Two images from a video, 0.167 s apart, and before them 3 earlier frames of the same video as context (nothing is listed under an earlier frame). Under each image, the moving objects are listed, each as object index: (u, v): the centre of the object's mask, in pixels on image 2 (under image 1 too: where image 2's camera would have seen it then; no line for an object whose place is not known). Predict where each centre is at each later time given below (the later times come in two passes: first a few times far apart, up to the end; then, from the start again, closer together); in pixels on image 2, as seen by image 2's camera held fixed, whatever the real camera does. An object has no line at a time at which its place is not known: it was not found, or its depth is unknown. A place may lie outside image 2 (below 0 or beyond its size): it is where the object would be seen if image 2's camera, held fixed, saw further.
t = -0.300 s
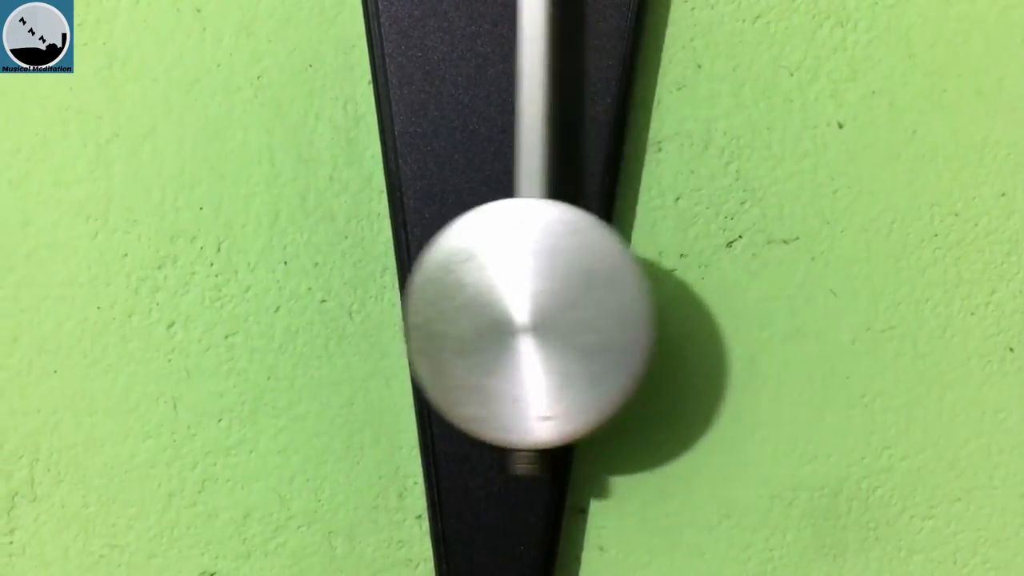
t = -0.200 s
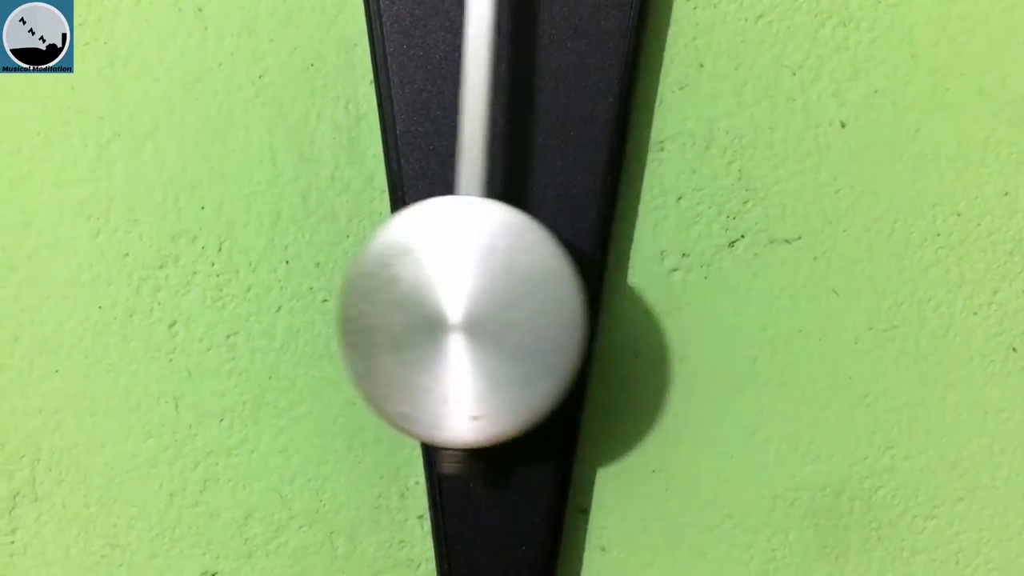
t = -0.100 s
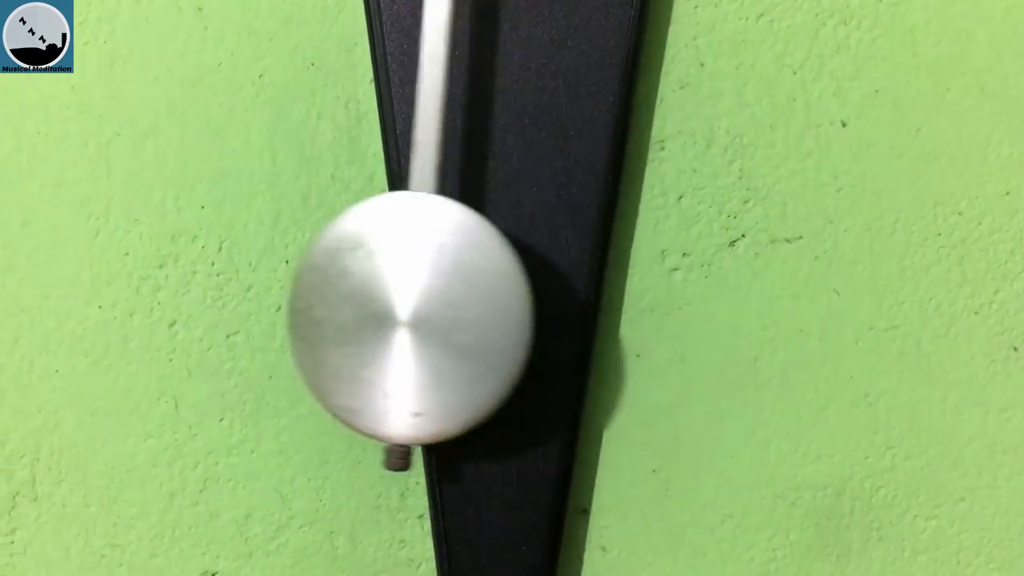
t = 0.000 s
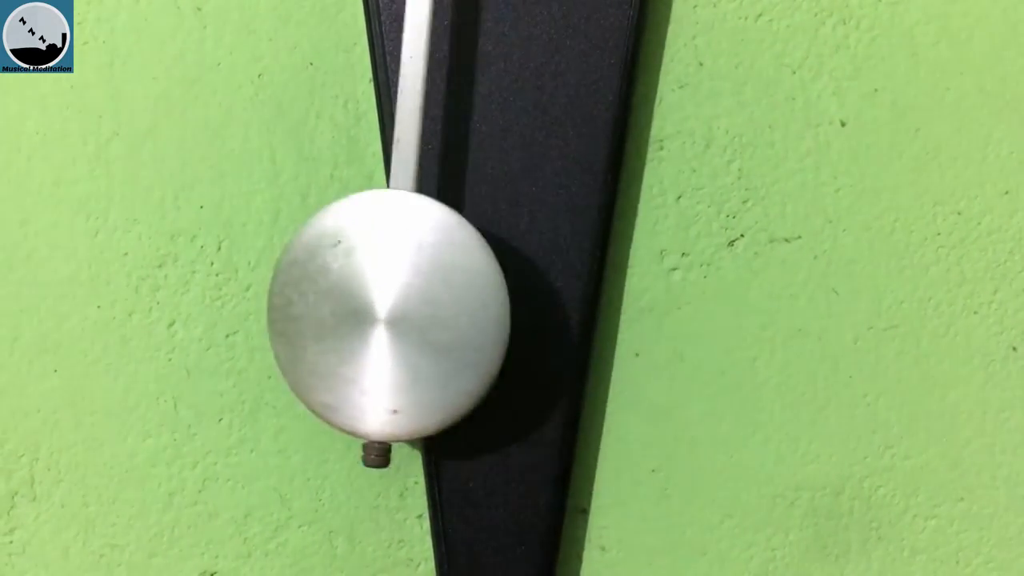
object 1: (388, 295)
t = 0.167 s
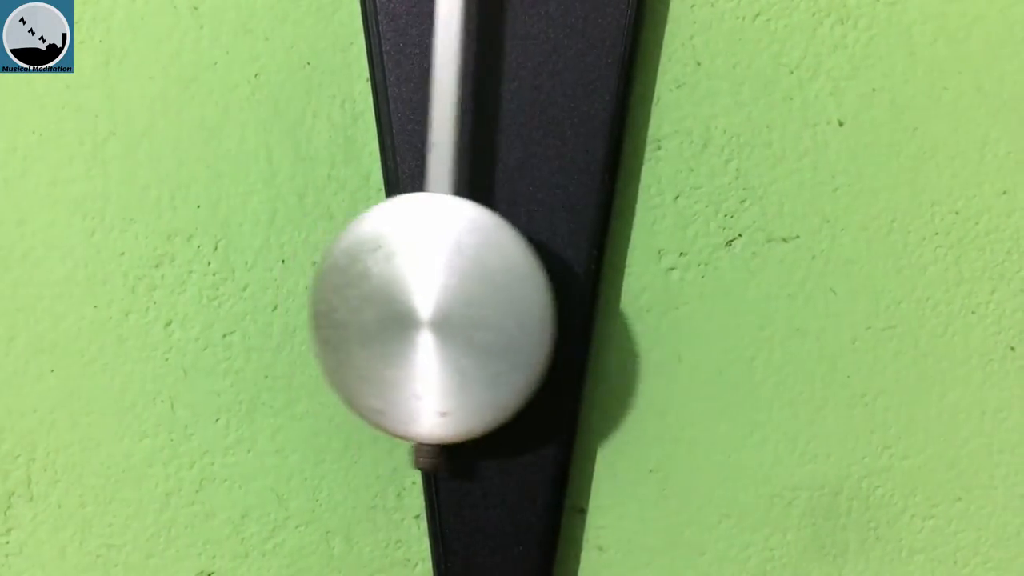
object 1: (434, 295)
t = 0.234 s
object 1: (474, 295)
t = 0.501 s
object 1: (632, 297)
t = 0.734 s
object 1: (614, 297)
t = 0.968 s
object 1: (472, 294)
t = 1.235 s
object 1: (401, 296)
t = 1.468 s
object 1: (517, 298)
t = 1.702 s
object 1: (636, 297)
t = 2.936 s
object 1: (642, 295)
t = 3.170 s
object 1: (566, 296)
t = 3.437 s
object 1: (410, 299)
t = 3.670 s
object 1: (427, 297)
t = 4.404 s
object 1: (525, 300)
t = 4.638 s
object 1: (398, 296)
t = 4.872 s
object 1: (439, 293)
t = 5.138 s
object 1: (604, 298)
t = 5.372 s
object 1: (637, 299)
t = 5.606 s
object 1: (510, 295)
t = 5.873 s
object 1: (401, 292)
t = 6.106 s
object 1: (477, 297)
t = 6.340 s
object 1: (615, 300)
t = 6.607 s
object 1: (606, 295)
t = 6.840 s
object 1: (471, 292)
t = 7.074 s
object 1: (397, 296)
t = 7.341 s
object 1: (514, 296)
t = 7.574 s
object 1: (631, 296)
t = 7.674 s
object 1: (636, 295)
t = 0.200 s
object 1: (453, 295)
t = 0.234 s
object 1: (474, 295)
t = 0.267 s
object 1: (496, 296)
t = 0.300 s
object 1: (518, 295)
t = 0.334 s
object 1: (540, 296)
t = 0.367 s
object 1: (562, 296)
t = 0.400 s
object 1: (583, 296)
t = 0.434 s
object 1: (602, 297)
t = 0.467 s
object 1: (619, 297)
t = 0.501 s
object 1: (632, 297)
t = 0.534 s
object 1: (642, 297)
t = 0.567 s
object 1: (648, 297)
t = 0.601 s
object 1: (649, 297)
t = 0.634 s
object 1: (647, 297)
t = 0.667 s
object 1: (640, 297)
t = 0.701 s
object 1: (629, 297)
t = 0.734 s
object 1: (614, 297)
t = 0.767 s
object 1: (597, 297)
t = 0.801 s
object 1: (578, 297)
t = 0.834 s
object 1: (557, 296)
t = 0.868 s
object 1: (535, 296)
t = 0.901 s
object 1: (514, 295)
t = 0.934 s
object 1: (493, 294)
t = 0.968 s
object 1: (472, 294)
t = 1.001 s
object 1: (453, 293)
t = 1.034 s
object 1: (435, 293)
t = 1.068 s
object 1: (420, 294)
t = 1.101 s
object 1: (409, 294)
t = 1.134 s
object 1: (400, 295)
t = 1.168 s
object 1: (396, 296)
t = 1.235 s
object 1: (401, 296)
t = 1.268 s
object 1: (409, 297)
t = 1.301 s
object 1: (421, 298)
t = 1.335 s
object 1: (436, 297)
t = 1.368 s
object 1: (454, 298)
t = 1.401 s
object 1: (474, 298)
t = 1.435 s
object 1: (495, 298)
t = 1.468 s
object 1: (517, 298)
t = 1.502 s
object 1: (538, 300)
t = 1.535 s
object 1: (560, 298)
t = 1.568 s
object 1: (580, 298)
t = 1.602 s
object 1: (598, 298)
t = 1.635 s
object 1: (614, 298)
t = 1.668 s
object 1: (626, 298)
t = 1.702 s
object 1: (636, 297)
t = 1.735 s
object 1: (641, 297)
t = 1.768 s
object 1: (643, 296)
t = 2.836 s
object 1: (620, 296)
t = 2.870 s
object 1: (631, 296)
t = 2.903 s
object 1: (639, 295)
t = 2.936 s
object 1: (642, 295)
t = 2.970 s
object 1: (642, 294)
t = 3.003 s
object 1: (638, 294)
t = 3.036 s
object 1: (629, 295)
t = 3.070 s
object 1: (618, 295)
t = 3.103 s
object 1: (603, 295)
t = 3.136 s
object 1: (586, 296)
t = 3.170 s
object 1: (566, 296)
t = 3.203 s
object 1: (545, 297)
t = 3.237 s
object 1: (524, 297)
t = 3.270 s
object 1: (502, 298)
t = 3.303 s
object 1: (481, 298)
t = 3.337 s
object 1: (460, 298)
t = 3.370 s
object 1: (440, 299)
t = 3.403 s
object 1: (423, 299)
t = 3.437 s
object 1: (410, 299)
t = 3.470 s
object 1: (399, 299)
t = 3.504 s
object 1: (393, 299)
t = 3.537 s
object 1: (392, 300)
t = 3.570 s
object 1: (394, 299)
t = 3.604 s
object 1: (401, 299)
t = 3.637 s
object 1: (412, 299)
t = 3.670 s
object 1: (427, 297)
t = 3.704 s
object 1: (444, 297)
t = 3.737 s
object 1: (464, 296)
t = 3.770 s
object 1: (485, 296)
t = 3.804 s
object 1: (507, 295)
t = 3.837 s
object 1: (528, 295)
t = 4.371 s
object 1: (547, 300)
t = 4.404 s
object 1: (525, 300)
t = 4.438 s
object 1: (502, 300)
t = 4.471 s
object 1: (480, 300)
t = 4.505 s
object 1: (459, 299)
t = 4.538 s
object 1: (439, 298)
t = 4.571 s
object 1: (422, 297)
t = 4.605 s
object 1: (408, 297)
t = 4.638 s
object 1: (398, 296)
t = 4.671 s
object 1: (392, 296)
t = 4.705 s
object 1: (390, 295)
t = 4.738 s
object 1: (392, 295)
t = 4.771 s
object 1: (399, 294)
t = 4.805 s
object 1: (408, 294)
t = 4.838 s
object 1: (422, 293)
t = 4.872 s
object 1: (439, 293)
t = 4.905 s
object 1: (457, 294)
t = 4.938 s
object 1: (477, 294)
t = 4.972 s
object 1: (499, 295)
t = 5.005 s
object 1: (521, 296)
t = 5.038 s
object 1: (543, 296)
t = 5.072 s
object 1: (564, 296)
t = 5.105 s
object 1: (585, 297)
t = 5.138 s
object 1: (604, 298)
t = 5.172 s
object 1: (620, 298)
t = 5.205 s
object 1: (633, 298)
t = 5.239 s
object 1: (642, 299)
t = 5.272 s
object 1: (647, 299)
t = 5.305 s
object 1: (648, 299)
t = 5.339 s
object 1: (644, 299)
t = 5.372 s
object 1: (637, 299)
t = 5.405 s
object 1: (625, 298)
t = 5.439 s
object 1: (610, 298)
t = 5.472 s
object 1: (592, 297)
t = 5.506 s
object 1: (573, 297)
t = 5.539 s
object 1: (552, 297)
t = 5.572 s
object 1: (530, 295)
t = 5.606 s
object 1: (510, 295)
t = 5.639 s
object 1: (489, 294)
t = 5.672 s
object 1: (469, 293)
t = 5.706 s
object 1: (451, 293)
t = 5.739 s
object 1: (435, 292)
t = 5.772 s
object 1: (422, 292)
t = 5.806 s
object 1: (411, 291)
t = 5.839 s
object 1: (404, 292)
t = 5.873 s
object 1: (401, 292)
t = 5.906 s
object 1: (401, 292)
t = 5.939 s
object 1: (406, 293)
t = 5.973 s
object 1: (414, 294)
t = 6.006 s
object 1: (426, 294)
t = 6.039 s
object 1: (440, 295)
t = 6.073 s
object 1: (458, 297)
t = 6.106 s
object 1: (477, 297)
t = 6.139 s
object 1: (498, 297)
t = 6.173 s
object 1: (519, 298)
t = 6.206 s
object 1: (540, 300)
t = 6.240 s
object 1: (561, 300)
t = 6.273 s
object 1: (581, 299)
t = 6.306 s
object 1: (599, 300)
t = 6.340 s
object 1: (615, 300)
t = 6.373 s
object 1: (627, 299)
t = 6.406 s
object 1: (636, 299)
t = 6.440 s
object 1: (640, 298)
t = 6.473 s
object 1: (641, 297)
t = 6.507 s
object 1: (638, 297)
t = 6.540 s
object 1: (631, 296)
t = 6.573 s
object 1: (620, 296)
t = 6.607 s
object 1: (606, 295)
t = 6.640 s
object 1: (590, 294)
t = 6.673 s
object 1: (571, 293)
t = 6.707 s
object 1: (552, 293)
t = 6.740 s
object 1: (531, 293)
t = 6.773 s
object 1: (511, 292)
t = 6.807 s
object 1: (491, 293)
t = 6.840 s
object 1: (471, 292)
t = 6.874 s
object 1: (452, 291)
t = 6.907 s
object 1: (434, 293)
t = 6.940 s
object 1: (420, 293)
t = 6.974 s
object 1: (409, 294)
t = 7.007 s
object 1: (401, 295)
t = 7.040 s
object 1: (397, 294)
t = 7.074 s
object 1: (397, 296)
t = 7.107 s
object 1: (401, 296)
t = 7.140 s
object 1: (409, 297)
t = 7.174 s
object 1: (421, 297)
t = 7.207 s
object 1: (436, 297)
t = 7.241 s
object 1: (453, 297)
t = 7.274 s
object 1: (473, 298)
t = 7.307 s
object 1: (494, 297)
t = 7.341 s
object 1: (514, 296)
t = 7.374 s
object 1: (535, 297)
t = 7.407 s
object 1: (556, 296)
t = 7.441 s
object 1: (576, 296)
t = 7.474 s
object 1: (593, 296)
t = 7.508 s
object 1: (609, 296)
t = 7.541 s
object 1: (621, 295)
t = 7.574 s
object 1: (631, 296)
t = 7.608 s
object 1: (636, 295)
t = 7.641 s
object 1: (638, 295)
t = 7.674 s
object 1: (636, 295)
